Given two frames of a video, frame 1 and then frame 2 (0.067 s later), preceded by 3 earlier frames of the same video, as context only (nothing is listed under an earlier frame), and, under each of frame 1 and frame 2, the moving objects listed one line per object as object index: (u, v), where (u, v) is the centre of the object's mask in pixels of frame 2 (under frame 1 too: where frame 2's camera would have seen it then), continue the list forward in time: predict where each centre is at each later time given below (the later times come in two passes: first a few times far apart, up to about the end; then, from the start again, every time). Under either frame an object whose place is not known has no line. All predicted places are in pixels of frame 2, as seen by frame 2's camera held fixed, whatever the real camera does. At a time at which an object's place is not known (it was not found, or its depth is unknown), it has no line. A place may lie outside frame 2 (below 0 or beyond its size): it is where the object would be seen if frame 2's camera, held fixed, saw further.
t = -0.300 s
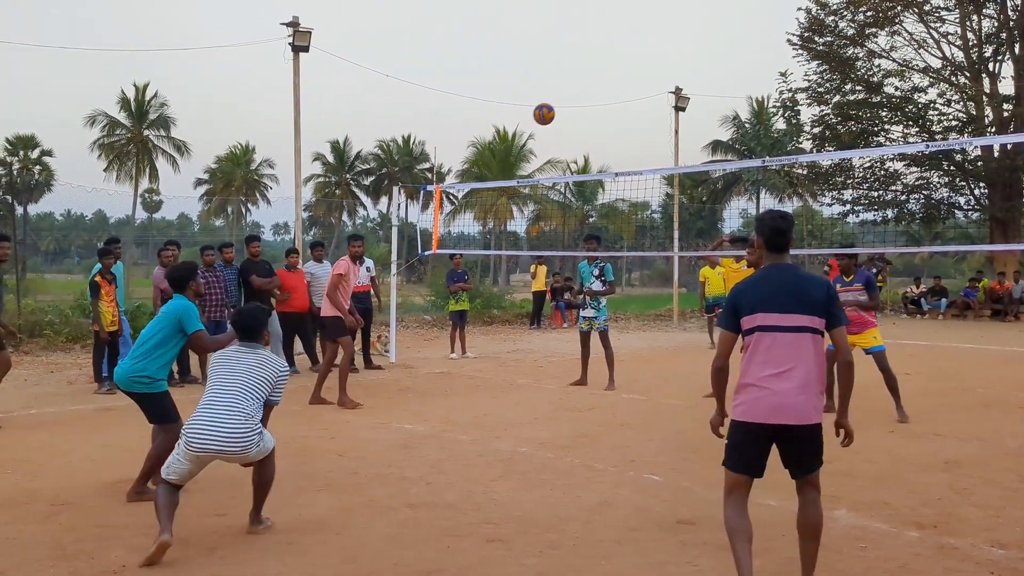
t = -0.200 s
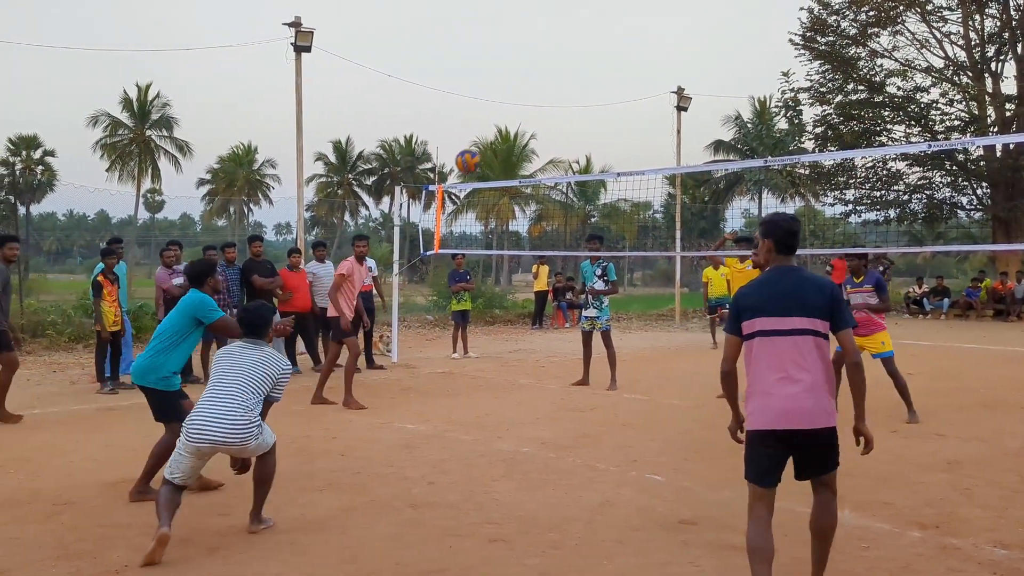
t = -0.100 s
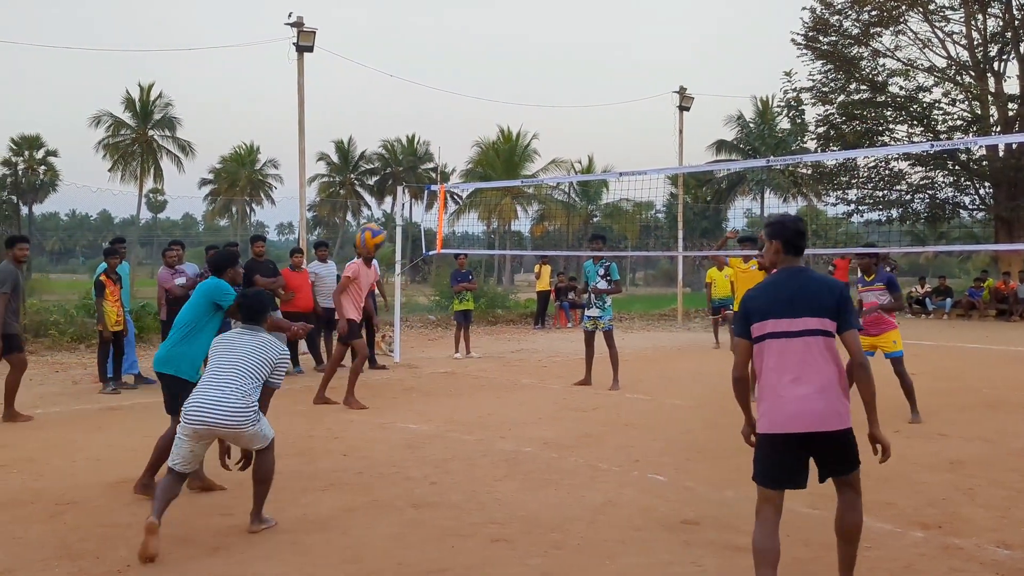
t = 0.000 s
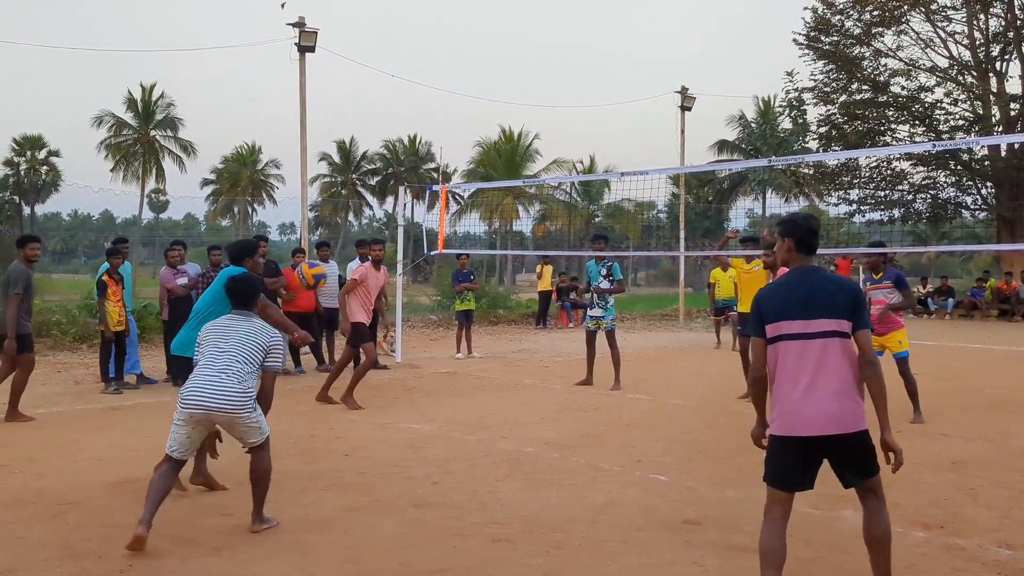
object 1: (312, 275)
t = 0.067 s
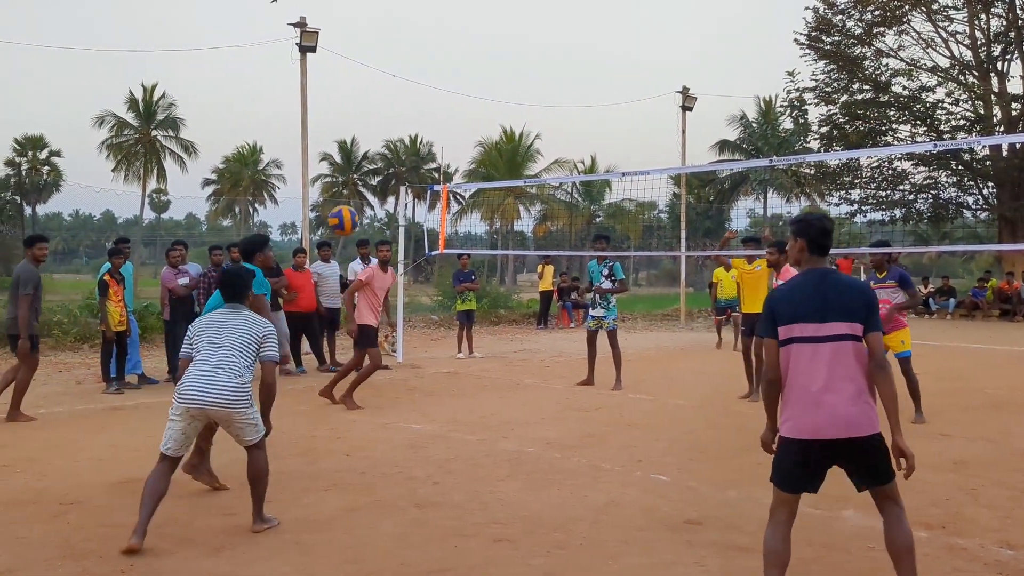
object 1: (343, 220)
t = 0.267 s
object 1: (427, 104)
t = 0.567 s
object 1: (529, 42)
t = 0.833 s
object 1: (602, 79)
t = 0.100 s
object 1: (359, 196)
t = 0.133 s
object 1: (373, 174)
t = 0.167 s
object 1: (387, 154)
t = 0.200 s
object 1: (401, 135)
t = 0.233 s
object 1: (414, 119)
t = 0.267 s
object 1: (427, 104)
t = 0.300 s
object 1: (440, 90)
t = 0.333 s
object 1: (452, 79)
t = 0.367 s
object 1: (464, 70)
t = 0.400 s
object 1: (476, 62)
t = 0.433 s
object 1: (487, 55)
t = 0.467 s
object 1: (498, 49)
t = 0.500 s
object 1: (509, 46)
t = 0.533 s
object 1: (519, 43)
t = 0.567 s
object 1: (529, 42)
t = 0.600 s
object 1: (539, 43)
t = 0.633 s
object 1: (549, 45)
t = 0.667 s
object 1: (558, 48)
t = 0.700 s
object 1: (568, 51)
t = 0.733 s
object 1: (576, 56)
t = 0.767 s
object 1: (585, 63)
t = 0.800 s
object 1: (594, 70)
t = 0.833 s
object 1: (602, 79)
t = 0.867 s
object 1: (610, 88)
